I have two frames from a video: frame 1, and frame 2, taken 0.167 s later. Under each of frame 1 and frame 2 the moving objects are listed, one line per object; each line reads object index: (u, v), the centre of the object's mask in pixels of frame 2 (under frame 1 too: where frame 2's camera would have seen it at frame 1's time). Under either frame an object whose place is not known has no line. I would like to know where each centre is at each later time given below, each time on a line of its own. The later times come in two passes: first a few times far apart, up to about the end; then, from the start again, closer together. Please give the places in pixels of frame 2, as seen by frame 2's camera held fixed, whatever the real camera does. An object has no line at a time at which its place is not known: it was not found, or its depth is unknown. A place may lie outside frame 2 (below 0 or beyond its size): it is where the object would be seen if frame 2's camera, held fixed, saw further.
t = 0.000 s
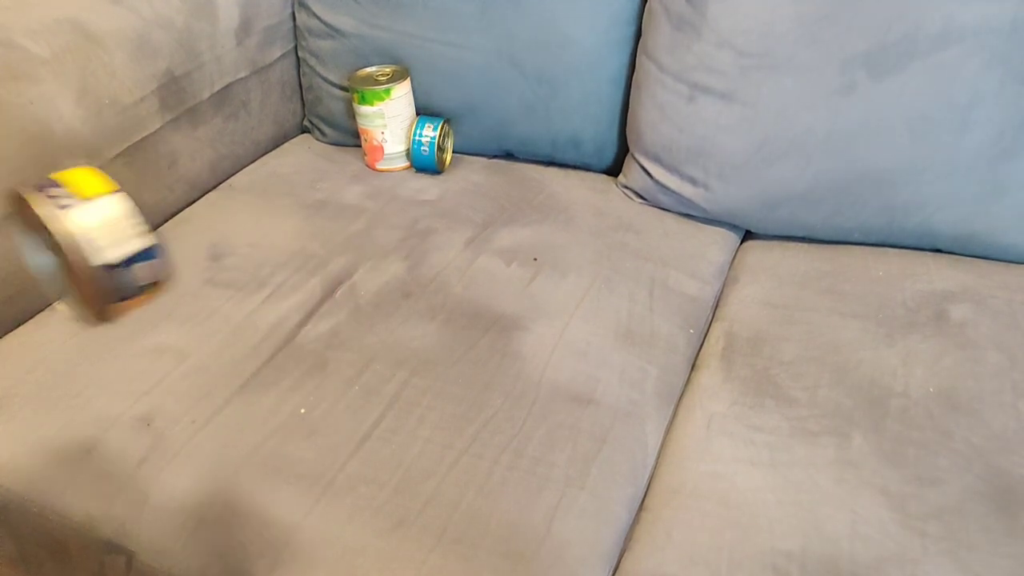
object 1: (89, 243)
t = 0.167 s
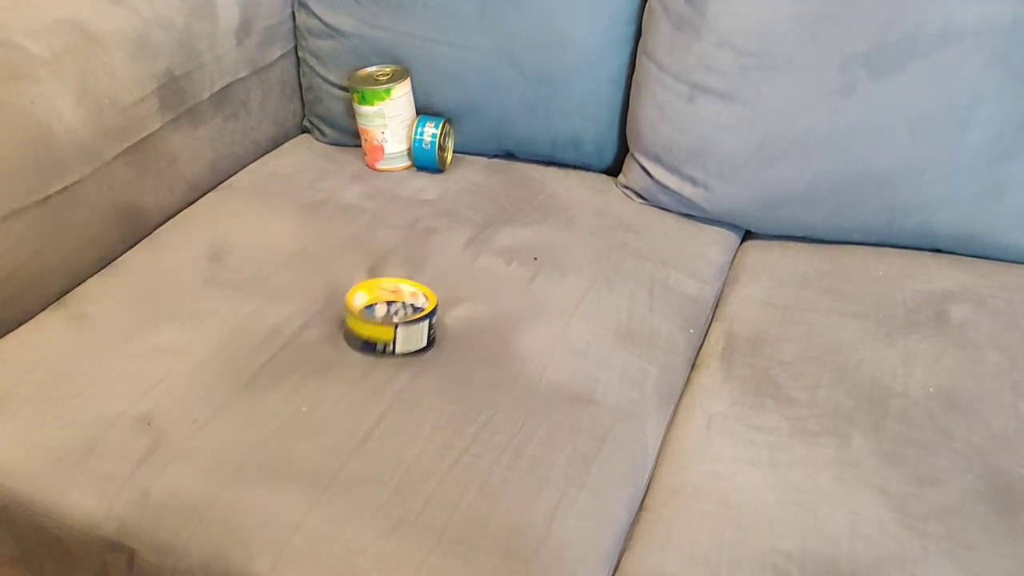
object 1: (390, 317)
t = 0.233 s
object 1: (384, 272)
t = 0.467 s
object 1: (361, 337)
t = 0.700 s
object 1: (363, 336)
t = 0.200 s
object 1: (388, 294)
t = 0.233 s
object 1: (384, 272)
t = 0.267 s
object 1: (380, 261)
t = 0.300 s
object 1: (378, 259)
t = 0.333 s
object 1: (376, 268)
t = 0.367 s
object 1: (375, 287)
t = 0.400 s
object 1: (375, 323)
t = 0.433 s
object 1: (372, 344)
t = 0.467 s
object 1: (361, 337)
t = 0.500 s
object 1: (354, 326)
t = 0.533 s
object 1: (352, 317)
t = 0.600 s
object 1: (354, 327)
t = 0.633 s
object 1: (359, 331)
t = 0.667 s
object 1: (364, 340)
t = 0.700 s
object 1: (363, 336)
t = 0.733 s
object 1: (362, 337)
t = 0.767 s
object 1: (363, 338)
